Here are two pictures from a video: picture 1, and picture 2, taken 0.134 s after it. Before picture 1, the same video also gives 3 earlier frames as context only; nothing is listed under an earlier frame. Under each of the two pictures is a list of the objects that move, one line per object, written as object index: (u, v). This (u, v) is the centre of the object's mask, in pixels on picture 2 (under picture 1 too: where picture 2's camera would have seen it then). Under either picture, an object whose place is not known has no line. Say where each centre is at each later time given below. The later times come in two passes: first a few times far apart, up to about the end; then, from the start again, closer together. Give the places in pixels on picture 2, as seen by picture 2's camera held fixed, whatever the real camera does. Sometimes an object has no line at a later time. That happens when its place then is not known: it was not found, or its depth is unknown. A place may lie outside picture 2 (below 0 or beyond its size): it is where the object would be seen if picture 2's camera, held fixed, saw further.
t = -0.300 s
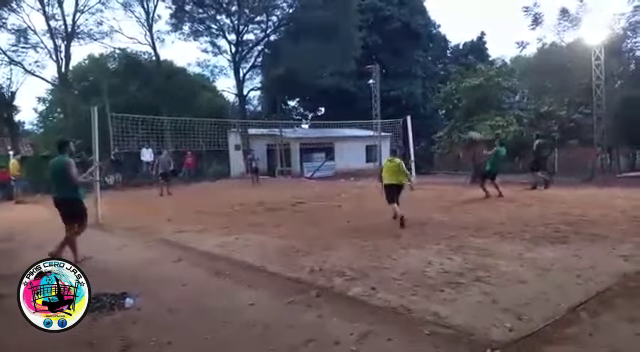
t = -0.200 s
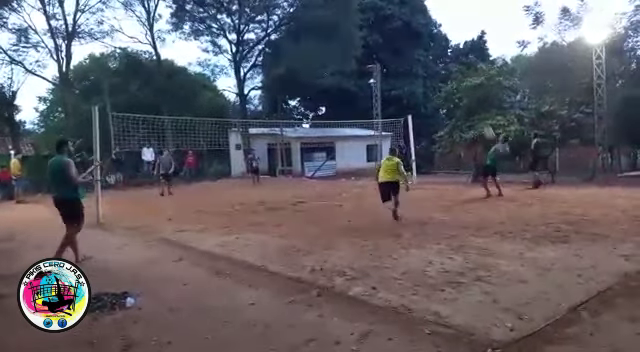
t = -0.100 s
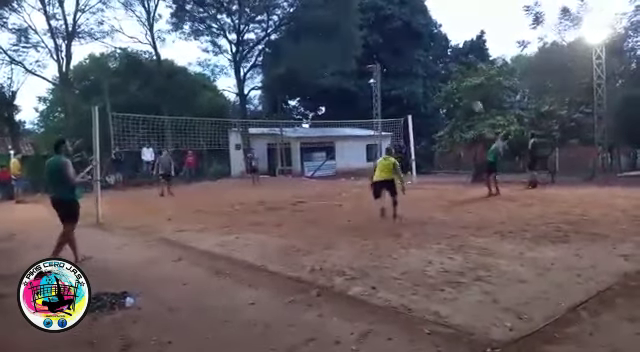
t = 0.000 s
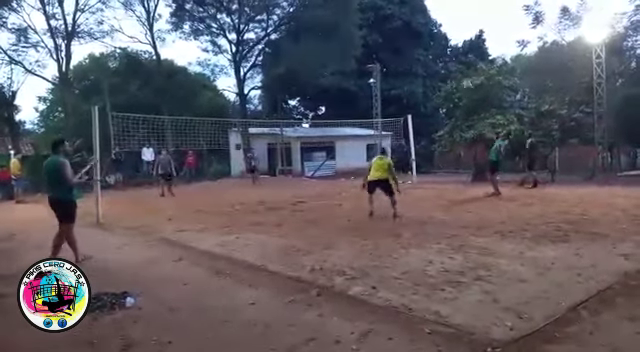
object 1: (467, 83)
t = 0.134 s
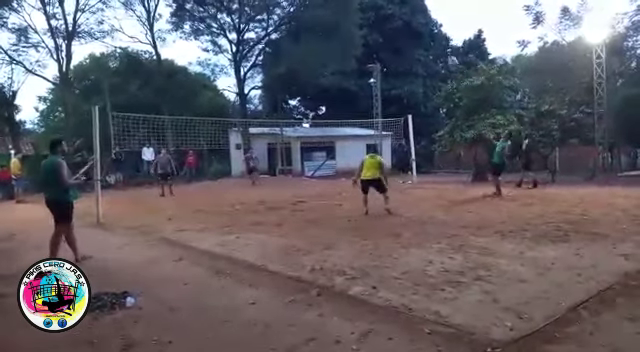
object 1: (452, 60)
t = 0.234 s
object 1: (441, 46)
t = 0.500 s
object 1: (413, 30)
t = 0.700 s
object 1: (391, 34)
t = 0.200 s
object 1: (445, 50)
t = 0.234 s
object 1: (441, 46)
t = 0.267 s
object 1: (437, 43)
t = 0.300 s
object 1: (434, 39)
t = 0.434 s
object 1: (420, 31)
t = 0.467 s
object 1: (416, 30)
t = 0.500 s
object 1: (413, 30)
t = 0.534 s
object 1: (409, 29)
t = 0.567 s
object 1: (406, 30)
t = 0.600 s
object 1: (402, 30)
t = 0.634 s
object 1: (399, 31)
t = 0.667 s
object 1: (395, 33)
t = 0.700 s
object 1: (391, 34)
